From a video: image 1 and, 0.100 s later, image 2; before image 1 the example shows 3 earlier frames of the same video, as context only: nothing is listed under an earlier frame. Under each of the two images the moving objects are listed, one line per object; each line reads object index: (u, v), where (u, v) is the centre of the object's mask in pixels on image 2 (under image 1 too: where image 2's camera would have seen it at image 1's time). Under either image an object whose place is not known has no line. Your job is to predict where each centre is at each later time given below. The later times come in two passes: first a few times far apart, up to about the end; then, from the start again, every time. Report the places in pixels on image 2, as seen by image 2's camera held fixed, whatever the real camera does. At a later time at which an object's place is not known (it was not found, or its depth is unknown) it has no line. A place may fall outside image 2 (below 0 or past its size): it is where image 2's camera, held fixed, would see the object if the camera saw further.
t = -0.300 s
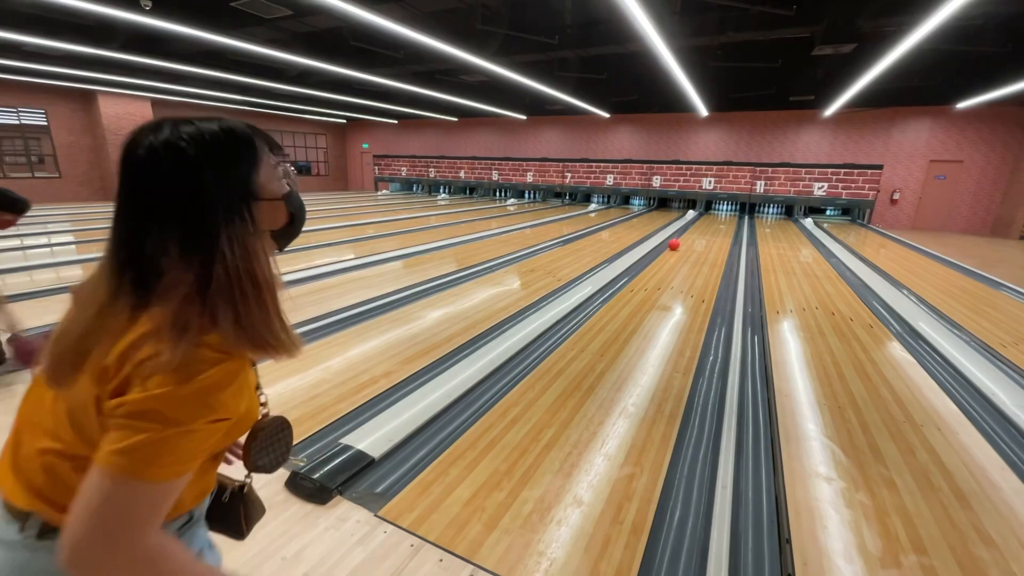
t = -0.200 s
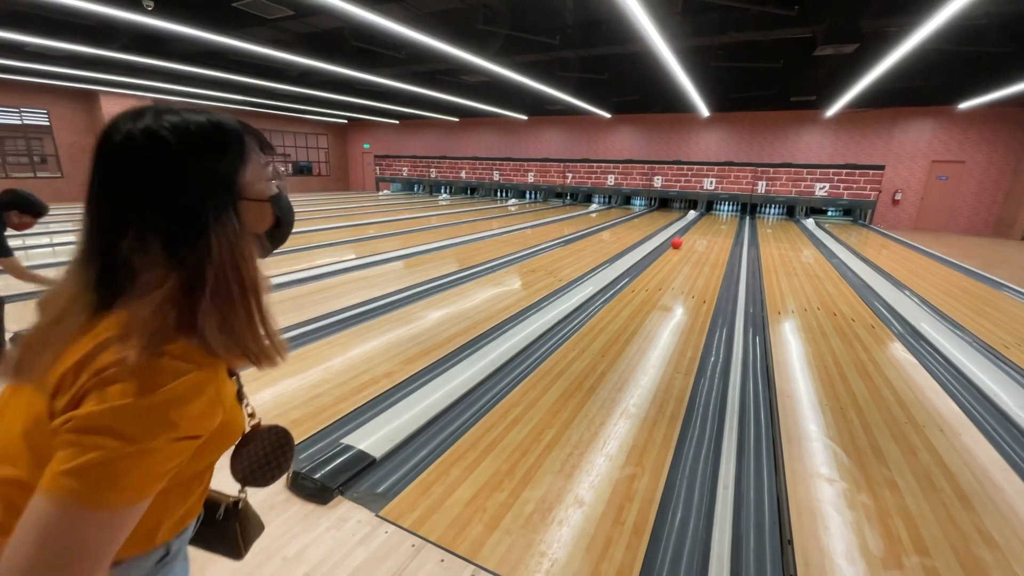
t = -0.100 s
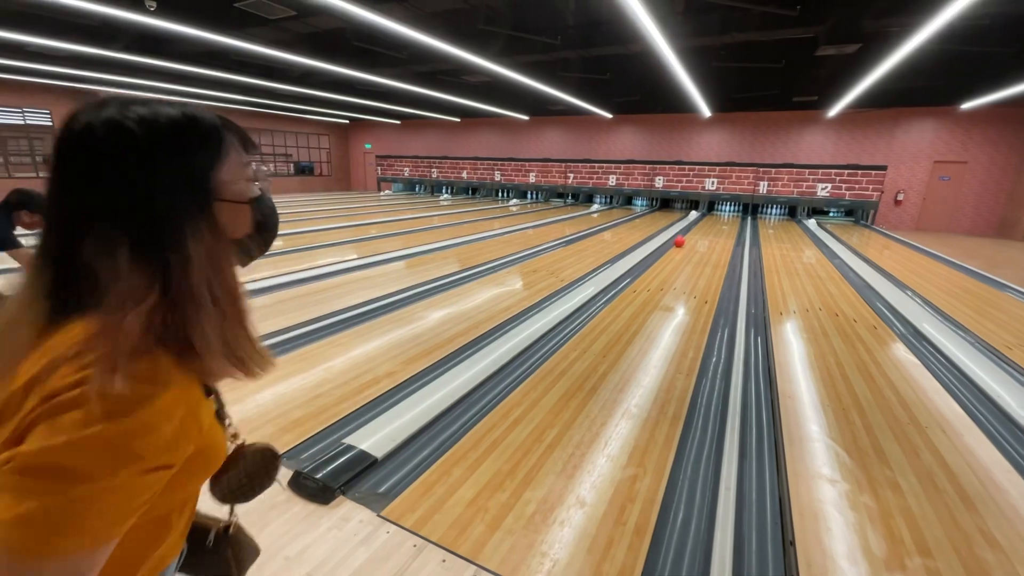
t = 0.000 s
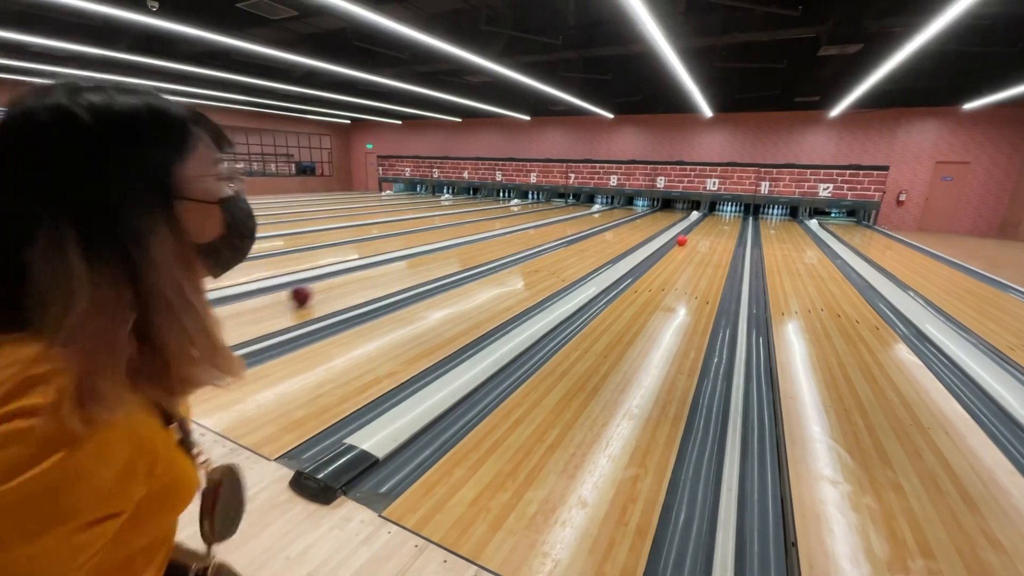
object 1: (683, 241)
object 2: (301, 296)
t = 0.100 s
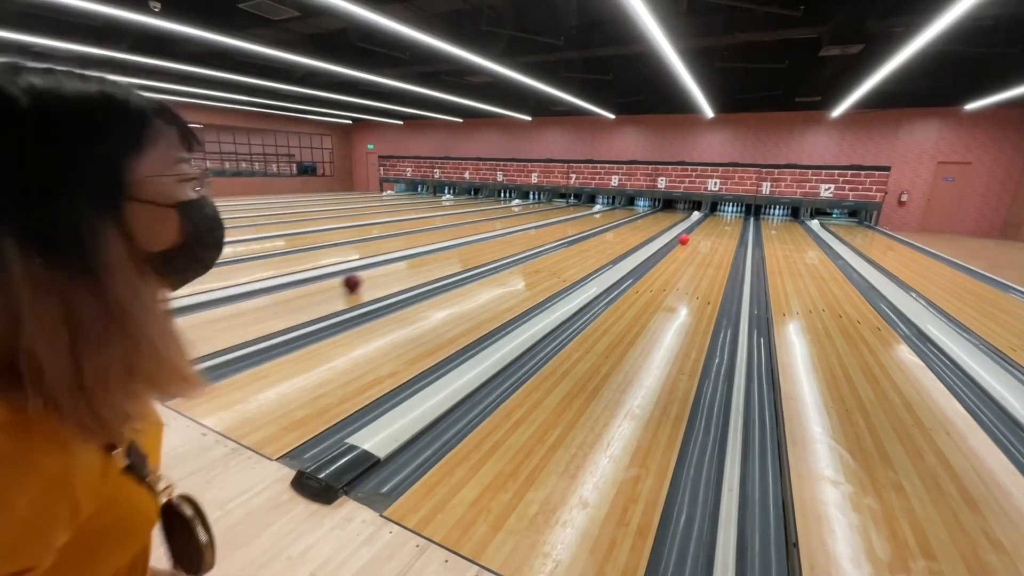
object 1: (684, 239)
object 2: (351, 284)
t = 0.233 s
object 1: (685, 238)
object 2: (403, 270)
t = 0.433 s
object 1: (686, 235)
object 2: (460, 256)
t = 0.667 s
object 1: (688, 232)
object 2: (507, 245)
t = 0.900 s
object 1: (689, 230)
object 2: (541, 236)
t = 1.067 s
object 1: (687, 231)
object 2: (560, 231)
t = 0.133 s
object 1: (684, 239)
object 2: (366, 280)
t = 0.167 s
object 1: (684, 239)
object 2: (379, 277)
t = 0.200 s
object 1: (685, 238)
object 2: (391, 273)
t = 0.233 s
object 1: (685, 238)
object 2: (403, 270)
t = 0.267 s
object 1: (685, 237)
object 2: (414, 268)
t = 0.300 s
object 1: (685, 237)
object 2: (424, 265)
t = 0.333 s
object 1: (686, 236)
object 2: (434, 262)
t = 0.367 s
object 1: (686, 236)
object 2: (443, 260)
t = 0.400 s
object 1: (686, 236)
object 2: (452, 258)
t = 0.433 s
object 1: (686, 235)
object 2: (460, 256)
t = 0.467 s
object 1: (687, 235)
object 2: (468, 254)
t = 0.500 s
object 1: (687, 234)
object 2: (475, 252)
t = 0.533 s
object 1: (687, 234)
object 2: (482, 251)
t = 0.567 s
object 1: (688, 233)
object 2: (489, 249)
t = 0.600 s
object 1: (688, 233)
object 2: (496, 248)
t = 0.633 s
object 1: (688, 233)
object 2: (501, 246)
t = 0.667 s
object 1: (688, 232)
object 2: (507, 245)
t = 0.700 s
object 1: (688, 232)
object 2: (513, 243)
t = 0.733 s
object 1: (688, 231)
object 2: (518, 242)
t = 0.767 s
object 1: (689, 231)
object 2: (523, 241)
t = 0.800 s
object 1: (689, 231)
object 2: (528, 239)
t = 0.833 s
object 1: (689, 231)
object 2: (532, 238)
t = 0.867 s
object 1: (689, 231)
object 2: (537, 237)
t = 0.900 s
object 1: (689, 230)
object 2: (541, 236)
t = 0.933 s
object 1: (689, 230)
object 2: (545, 235)
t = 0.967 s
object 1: (689, 230)
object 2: (549, 234)
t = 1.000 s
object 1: (688, 230)
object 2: (553, 233)
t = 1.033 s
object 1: (688, 231)
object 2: (556, 232)
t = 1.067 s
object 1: (687, 231)
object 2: (560, 231)
